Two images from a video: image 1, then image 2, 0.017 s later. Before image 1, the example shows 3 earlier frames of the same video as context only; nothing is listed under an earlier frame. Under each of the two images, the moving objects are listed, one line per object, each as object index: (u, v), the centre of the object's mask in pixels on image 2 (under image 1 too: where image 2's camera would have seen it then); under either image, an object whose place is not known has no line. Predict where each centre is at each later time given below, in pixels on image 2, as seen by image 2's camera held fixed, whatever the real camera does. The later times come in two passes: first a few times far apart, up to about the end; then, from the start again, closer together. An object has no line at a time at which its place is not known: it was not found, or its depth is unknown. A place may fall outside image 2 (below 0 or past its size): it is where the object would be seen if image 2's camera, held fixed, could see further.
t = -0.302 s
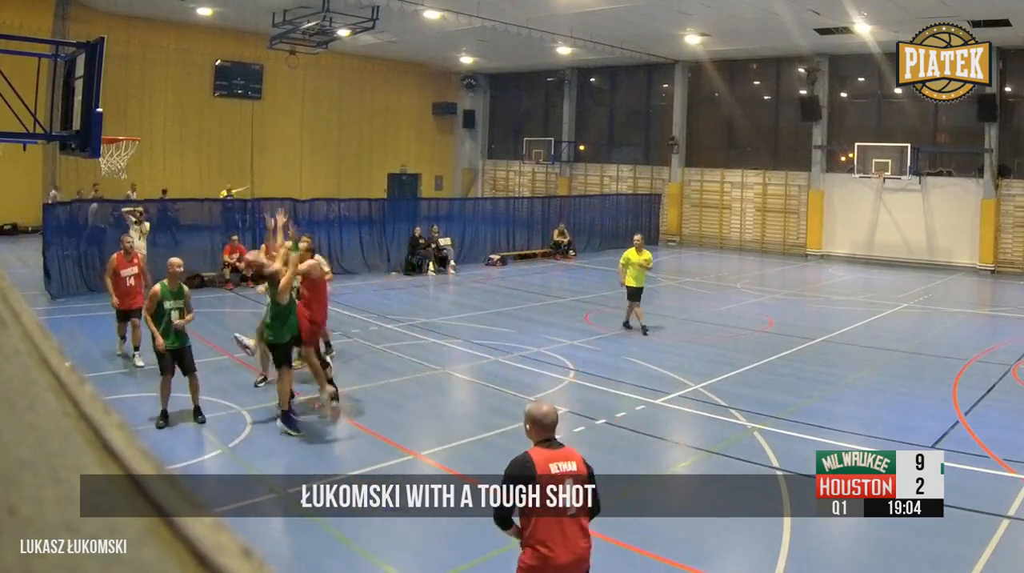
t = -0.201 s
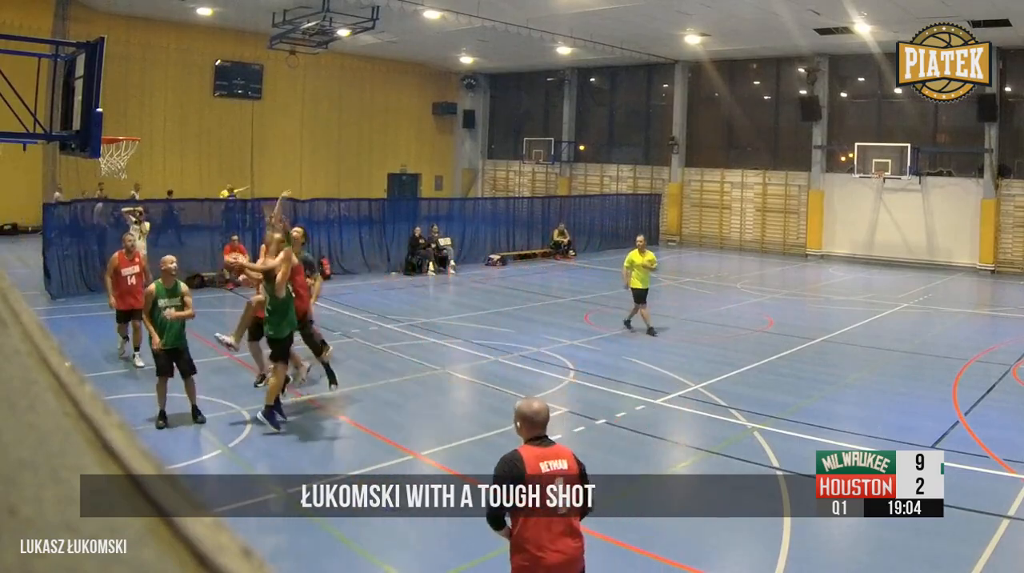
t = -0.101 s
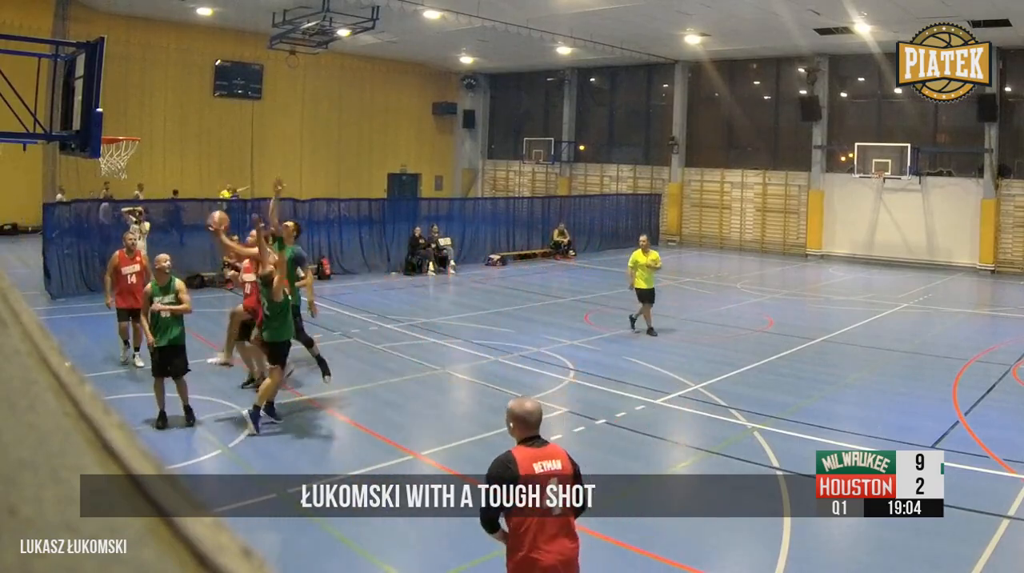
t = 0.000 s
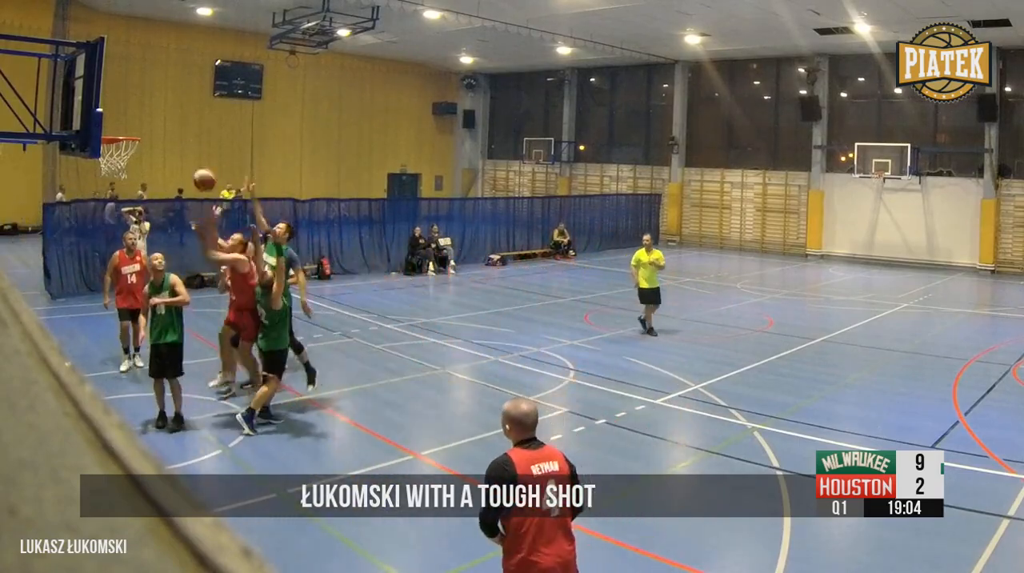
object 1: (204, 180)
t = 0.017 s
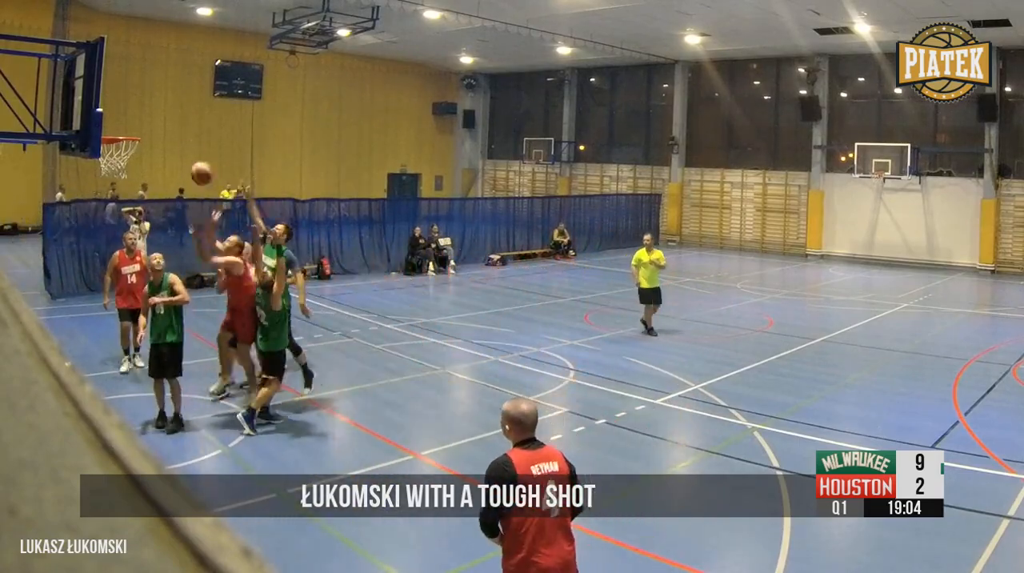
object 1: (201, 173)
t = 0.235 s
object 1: (173, 116)
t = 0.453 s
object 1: (142, 102)
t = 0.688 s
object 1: (113, 128)
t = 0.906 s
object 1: (115, 128)
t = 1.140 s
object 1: (124, 147)
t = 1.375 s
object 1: (127, 166)
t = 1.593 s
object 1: (120, 209)
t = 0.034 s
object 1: (199, 168)
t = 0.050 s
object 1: (198, 162)
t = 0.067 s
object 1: (195, 156)
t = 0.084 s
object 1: (193, 151)
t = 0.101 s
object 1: (191, 146)
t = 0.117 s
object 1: (189, 141)
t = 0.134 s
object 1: (186, 137)
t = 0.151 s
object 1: (184, 133)
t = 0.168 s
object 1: (182, 129)
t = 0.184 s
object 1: (180, 125)
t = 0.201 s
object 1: (177, 122)
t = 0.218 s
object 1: (175, 118)
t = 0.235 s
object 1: (173, 116)
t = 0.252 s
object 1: (171, 113)
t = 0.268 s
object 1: (168, 110)
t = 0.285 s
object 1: (167, 109)
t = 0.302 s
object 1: (164, 107)
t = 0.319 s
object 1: (162, 105)
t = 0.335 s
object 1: (159, 104)
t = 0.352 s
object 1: (157, 102)
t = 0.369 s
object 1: (155, 102)
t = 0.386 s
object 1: (152, 101)
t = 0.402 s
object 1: (150, 101)
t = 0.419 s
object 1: (147, 101)
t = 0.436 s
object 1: (145, 101)
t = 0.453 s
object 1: (142, 102)
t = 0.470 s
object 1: (140, 102)
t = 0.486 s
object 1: (137, 103)
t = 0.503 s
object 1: (135, 104)
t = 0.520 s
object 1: (132, 106)
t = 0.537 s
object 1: (130, 108)
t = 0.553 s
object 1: (127, 110)
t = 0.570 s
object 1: (124, 112)
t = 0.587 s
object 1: (122, 115)
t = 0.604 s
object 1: (119, 118)
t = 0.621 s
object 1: (116, 122)
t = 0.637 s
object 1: (114, 124)
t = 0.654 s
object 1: (112, 126)
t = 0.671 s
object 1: (112, 127)
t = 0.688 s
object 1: (113, 128)
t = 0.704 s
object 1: (114, 128)
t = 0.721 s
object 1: (116, 128)
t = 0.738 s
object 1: (118, 128)
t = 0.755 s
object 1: (120, 129)
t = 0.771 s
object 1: (122, 129)
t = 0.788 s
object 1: (123, 130)
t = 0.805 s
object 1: (124, 130)
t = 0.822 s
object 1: (123, 130)
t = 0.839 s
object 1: (122, 129)
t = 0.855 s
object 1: (120, 129)
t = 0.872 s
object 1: (119, 128)
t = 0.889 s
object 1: (117, 128)
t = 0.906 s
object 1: (115, 128)
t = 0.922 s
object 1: (114, 129)
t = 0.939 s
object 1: (113, 129)
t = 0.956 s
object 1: (111, 129)
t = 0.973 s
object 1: (111, 130)
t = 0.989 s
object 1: (110, 130)
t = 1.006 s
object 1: (111, 131)
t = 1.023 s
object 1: (113, 132)
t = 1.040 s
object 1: (114, 132)
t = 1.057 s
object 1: (117, 138)
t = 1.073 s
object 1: (118, 140)
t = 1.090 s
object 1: (119, 141)
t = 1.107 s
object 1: (121, 144)
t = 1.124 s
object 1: (123, 145)
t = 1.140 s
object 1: (124, 147)
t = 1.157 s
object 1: (125, 149)
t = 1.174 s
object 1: (127, 152)
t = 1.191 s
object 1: (129, 153)
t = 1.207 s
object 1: (130, 154)
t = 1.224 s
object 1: (131, 155)
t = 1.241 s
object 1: (129, 159)
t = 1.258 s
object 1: (129, 159)
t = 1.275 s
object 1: (129, 159)
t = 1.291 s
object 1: (131, 161)
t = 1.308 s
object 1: (130, 160)
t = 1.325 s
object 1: (130, 161)
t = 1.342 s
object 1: (129, 163)
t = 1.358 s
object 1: (128, 165)
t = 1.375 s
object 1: (127, 166)
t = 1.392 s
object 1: (126, 167)
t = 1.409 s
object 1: (126, 169)
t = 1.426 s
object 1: (125, 171)
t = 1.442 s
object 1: (124, 176)
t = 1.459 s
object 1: (124, 178)
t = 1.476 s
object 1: (124, 182)
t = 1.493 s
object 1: (123, 185)
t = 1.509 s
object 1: (123, 188)
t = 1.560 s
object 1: (122, 199)
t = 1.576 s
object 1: (120, 205)
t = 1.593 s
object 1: (120, 209)
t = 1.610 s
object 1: (119, 214)
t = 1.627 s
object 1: (118, 220)
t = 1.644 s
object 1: (118, 227)
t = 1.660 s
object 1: (116, 232)
